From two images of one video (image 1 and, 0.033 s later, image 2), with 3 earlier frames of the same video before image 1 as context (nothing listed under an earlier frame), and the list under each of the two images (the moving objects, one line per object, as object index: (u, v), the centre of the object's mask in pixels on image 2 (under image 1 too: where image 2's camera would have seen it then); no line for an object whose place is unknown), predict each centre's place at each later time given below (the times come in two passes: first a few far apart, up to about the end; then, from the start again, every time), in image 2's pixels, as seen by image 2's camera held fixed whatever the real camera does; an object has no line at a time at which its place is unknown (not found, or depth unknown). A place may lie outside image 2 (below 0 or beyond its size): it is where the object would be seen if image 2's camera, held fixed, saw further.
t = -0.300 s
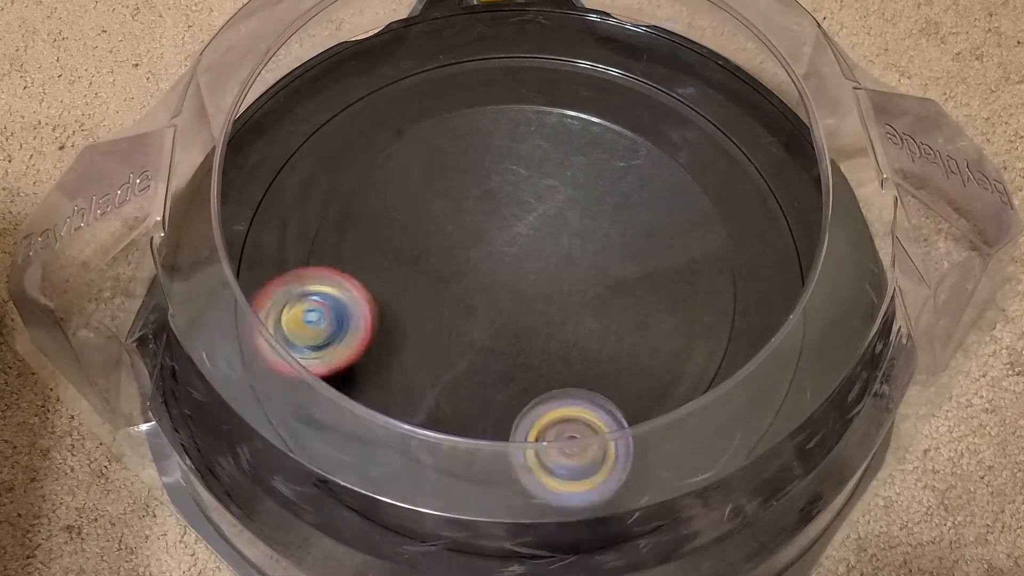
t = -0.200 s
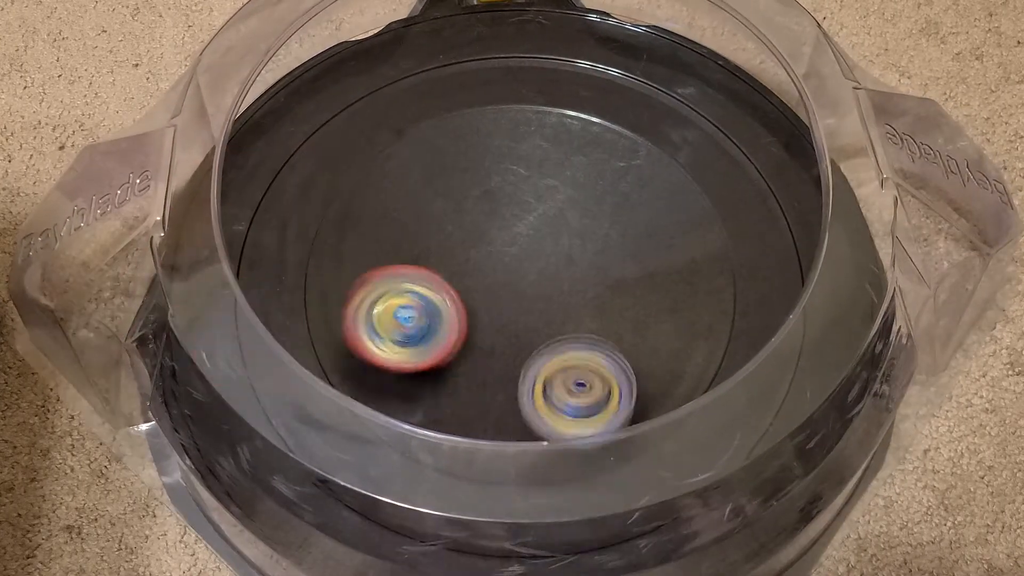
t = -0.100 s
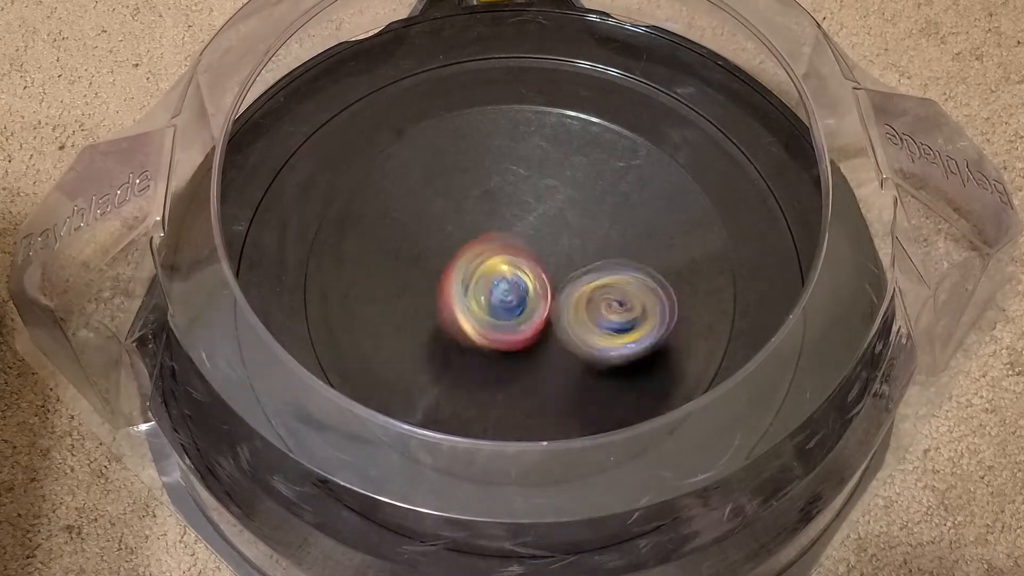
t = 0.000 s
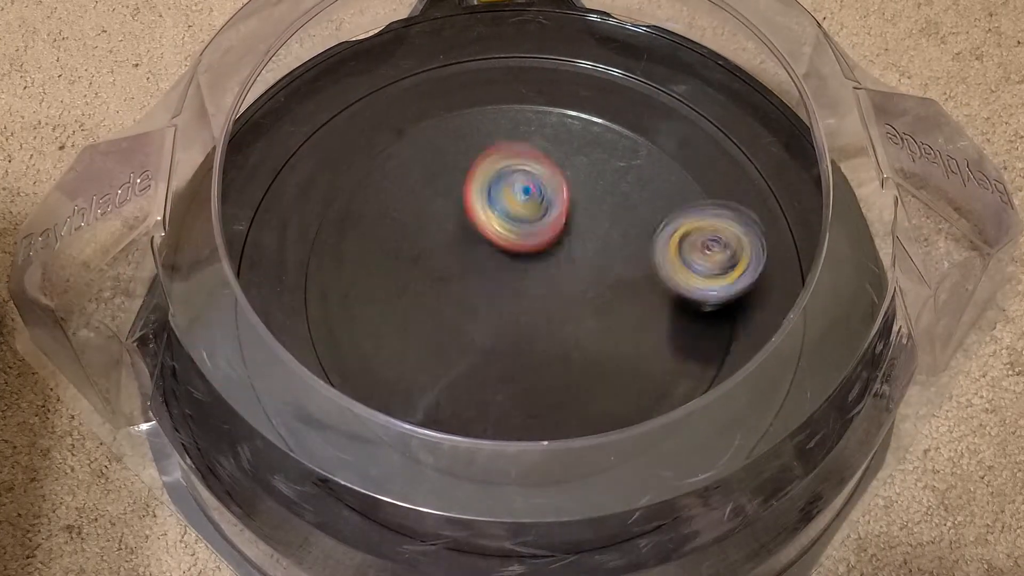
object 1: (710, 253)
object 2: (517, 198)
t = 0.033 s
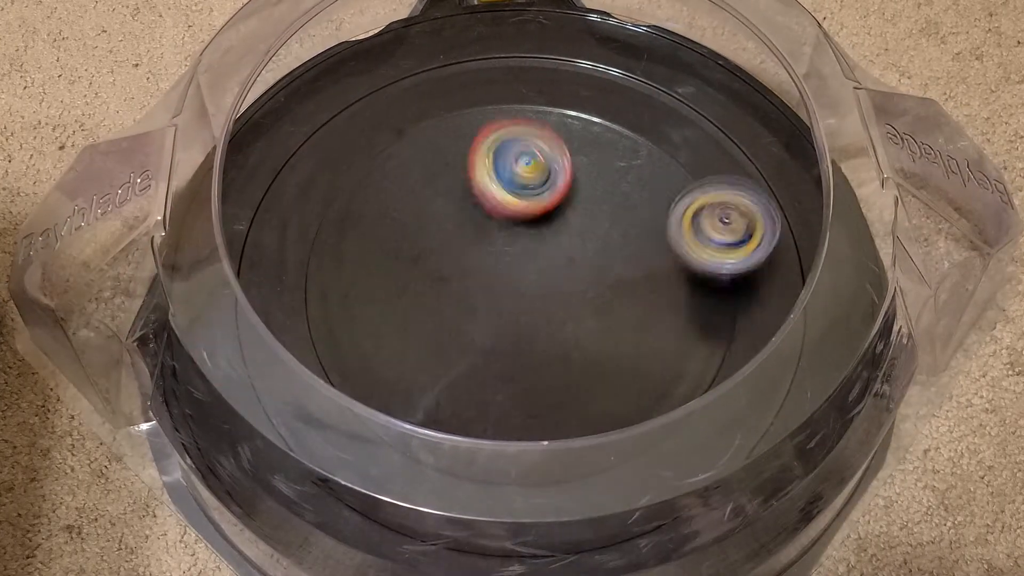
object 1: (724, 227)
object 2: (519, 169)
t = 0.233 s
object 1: (693, 111)
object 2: (512, 76)
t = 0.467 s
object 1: (622, 91)
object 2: (505, 47)
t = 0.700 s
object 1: (532, 256)
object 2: (490, 76)
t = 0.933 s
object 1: (460, 381)
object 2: (616, 80)
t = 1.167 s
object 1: (549, 375)
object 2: (703, 104)
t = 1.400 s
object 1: (581, 220)
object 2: (744, 146)
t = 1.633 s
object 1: (415, 146)
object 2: (778, 204)
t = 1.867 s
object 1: (316, 269)
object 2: (787, 272)
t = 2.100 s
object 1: (540, 392)
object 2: (780, 322)
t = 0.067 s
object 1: (731, 205)
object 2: (523, 143)
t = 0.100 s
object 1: (728, 183)
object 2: (524, 125)
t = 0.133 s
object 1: (722, 162)
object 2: (522, 109)
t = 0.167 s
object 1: (714, 143)
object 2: (519, 95)
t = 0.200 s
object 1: (704, 126)
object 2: (515, 85)
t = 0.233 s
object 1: (693, 111)
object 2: (512, 76)
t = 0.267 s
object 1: (680, 98)
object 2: (512, 67)
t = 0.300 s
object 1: (665, 86)
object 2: (516, 57)
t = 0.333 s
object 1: (648, 77)
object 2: (523, 47)
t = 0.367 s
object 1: (629, 69)
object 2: (532, 45)
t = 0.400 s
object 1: (617, 68)
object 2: (530, 47)
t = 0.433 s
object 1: (620, 81)
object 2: (519, 44)
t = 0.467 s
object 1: (622, 91)
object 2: (505, 47)
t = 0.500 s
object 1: (621, 109)
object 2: (494, 51)
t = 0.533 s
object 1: (615, 127)
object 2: (486, 59)
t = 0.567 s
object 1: (605, 150)
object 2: (480, 64)
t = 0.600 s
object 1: (593, 174)
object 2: (477, 68)
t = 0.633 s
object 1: (575, 202)
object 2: (478, 72)
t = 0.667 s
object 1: (554, 229)
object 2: (483, 75)
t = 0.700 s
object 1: (532, 256)
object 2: (490, 76)
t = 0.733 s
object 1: (511, 281)
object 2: (503, 78)
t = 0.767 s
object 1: (494, 304)
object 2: (519, 78)
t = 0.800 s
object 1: (479, 325)
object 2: (537, 78)
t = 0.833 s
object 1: (469, 343)
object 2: (557, 79)
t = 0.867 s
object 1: (462, 358)
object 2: (577, 79)
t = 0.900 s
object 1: (459, 372)
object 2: (597, 79)
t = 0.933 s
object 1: (460, 381)
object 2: (616, 80)
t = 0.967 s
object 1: (466, 387)
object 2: (636, 80)
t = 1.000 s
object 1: (474, 391)
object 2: (655, 80)
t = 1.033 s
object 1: (486, 393)
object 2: (672, 80)
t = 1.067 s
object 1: (500, 393)
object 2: (679, 88)
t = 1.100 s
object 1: (515, 390)
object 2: (685, 94)
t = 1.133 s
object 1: (532, 385)
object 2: (692, 100)
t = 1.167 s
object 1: (549, 375)
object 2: (703, 104)
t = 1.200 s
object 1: (566, 363)
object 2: (712, 108)
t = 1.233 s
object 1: (584, 347)
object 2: (713, 114)
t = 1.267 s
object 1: (596, 325)
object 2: (716, 118)
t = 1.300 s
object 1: (604, 300)
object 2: (723, 124)
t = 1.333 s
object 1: (603, 274)
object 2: (732, 132)
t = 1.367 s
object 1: (595, 246)
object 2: (741, 139)
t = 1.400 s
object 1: (581, 220)
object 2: (744, 146)
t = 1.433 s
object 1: (562, 198)
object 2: (748, 154)
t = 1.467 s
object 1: (540, 178)
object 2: (756, 162)
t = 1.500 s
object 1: (516, 163)
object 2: (762, 171)
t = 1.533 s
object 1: (490, 150)
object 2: (768, 180)
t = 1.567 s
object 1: (465, 145)
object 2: (771, 188)
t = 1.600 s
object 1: (439, 143)
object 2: (773, 196)
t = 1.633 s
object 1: (415, 146)
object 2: (778, 204)
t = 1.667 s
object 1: (392, 153)
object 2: (781, 211)
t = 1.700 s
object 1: (371, 163)
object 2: (783, 220)
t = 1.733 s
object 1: (351, 178)
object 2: (784, 230)
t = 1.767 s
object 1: (334, 195)
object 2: (784, 239)
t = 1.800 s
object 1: (321, 217)
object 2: (784, 251)
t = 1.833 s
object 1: (313, 241)
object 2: (785, 262)
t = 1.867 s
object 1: (316, 269)
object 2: (787, 272)
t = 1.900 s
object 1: (326, 300)
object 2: (789, 280)
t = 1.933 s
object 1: (344, 329)
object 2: (787, 289)
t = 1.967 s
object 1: (374, 355)
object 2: (784, 296)
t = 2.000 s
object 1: (410, 375)
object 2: (784, 302)
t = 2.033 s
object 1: (450, 389)
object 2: (784, 309)
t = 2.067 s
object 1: (494, 395)
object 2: (783, 316)
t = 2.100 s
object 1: (540, 392)
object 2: (780, 322)
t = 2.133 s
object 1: (584, 383)
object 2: (773, 329)
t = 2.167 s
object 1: (624, 365)
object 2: (766, 335)
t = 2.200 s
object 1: (627, 330)
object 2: (784, 345)
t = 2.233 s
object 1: (582, 291)
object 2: (843, 342)
